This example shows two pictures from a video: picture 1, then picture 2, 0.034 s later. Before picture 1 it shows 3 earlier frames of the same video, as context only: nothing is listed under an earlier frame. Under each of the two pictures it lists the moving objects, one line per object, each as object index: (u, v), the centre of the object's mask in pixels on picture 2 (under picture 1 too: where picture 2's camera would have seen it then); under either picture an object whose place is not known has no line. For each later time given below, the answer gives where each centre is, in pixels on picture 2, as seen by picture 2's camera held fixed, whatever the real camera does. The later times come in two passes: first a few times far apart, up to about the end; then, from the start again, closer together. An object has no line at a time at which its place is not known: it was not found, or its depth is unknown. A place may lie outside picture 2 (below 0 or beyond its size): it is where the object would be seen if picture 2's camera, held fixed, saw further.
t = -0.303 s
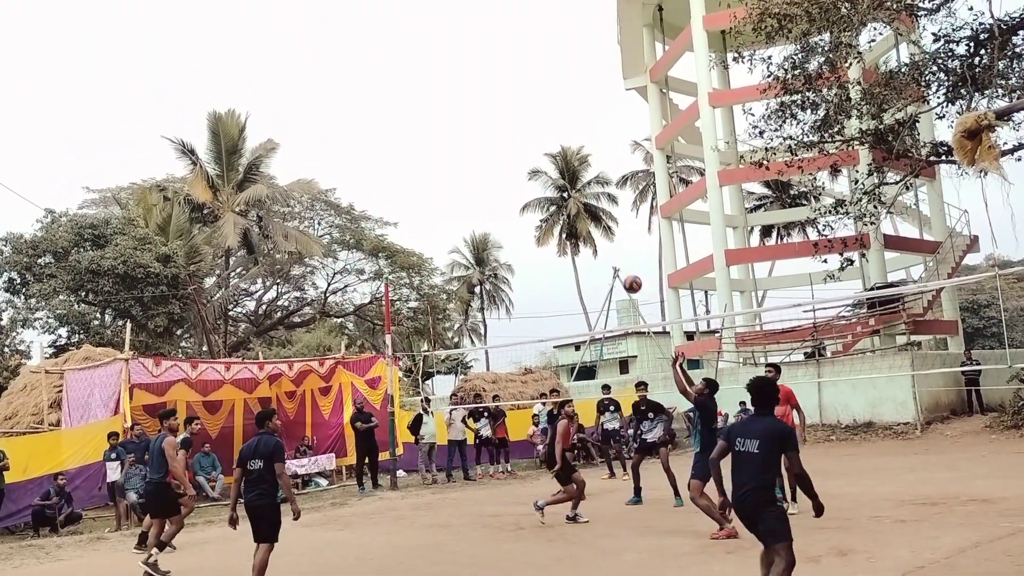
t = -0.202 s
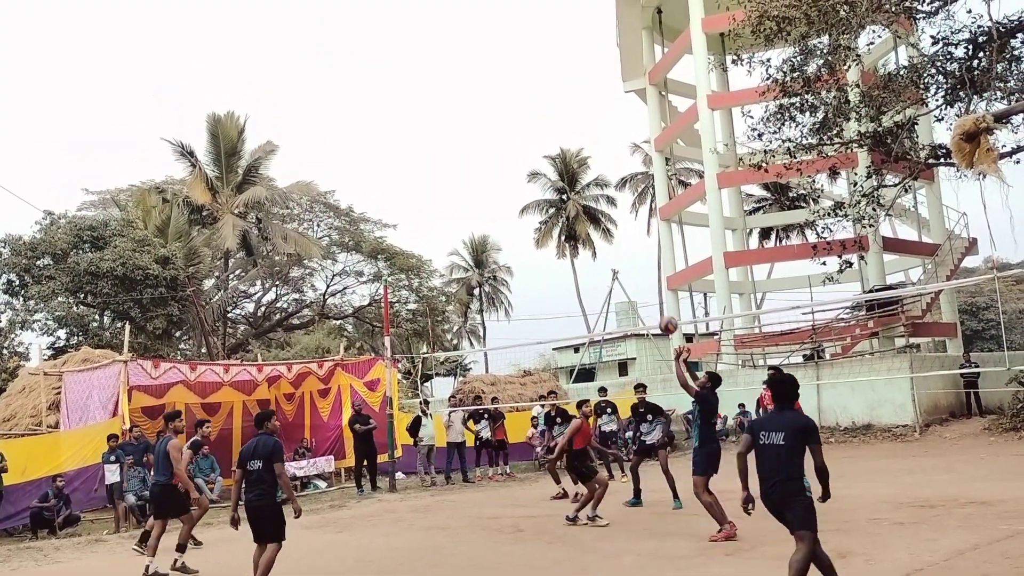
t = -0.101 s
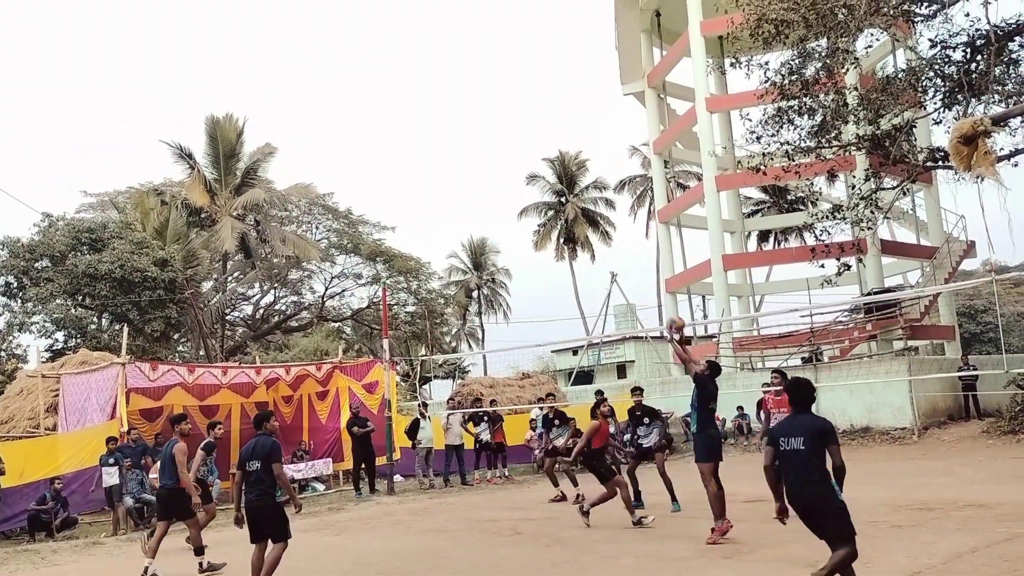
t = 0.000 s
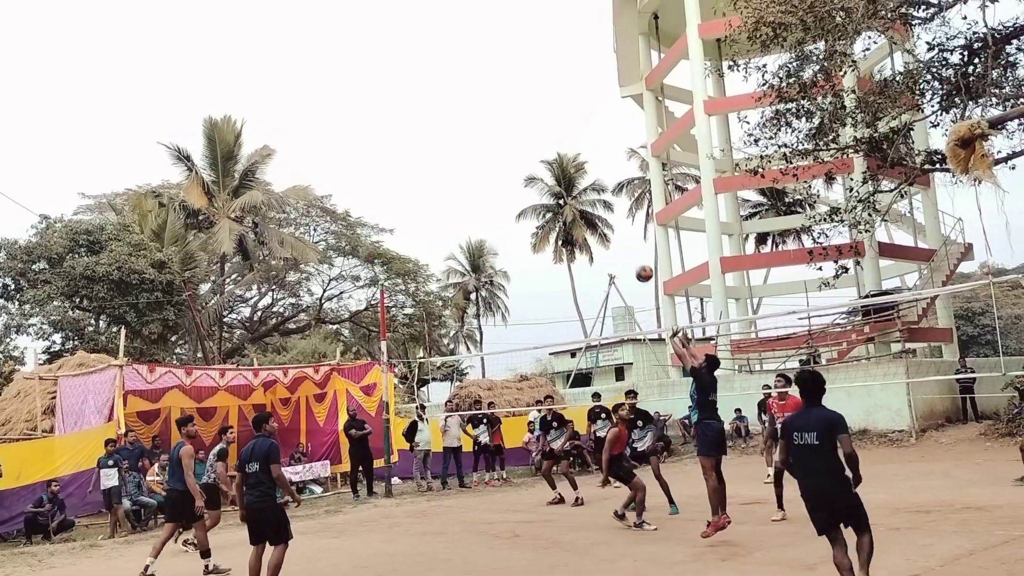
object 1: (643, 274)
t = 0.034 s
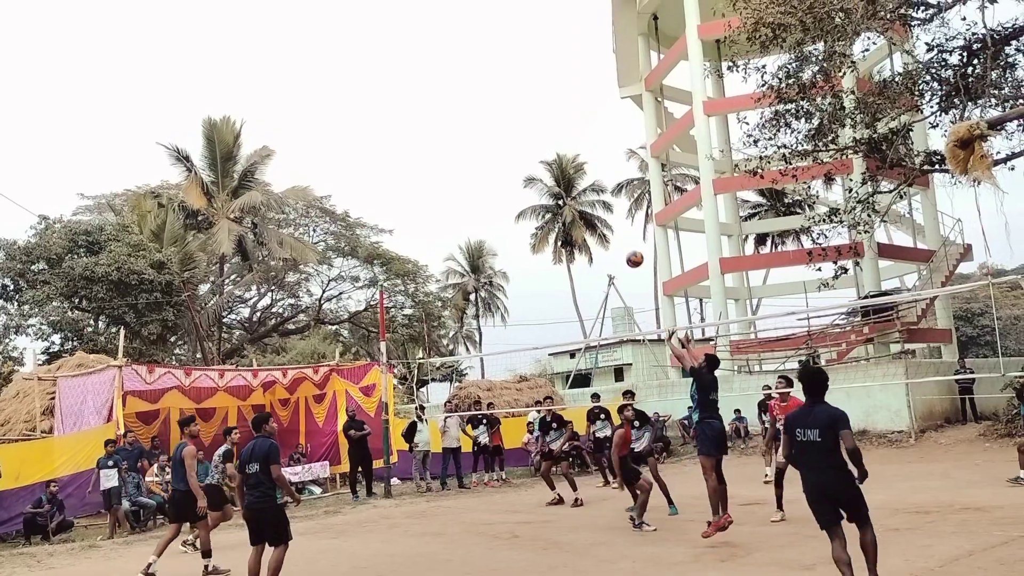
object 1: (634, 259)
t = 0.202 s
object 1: (594, 202)
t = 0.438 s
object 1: (547, 165)
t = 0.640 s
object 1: (515, 165)
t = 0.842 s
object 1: (488, 191)
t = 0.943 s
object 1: (475, 212)
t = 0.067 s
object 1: (626, 245)
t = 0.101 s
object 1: (618, 233)
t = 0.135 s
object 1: (609, 222)
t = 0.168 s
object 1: (601, 211)
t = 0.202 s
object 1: (594, 202)
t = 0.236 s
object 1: (587, 194)
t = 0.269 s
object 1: (579, 187)
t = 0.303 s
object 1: (572, 180)
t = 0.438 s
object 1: (547, 165)
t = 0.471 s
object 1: (542, 163)
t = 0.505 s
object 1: (536, 162)
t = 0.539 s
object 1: (531, 162)
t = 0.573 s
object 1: (526, 162)
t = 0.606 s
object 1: (521, 163)
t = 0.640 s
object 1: (515, 165)
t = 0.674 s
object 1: (511, 168)
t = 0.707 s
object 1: (506, 171)
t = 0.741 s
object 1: (501, 175)
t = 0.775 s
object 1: (497, 180)
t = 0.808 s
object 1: (492, 185)
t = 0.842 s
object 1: (488, 191)
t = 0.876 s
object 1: (484, 197)
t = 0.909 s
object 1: (480, 204)
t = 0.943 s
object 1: (475, 212)
